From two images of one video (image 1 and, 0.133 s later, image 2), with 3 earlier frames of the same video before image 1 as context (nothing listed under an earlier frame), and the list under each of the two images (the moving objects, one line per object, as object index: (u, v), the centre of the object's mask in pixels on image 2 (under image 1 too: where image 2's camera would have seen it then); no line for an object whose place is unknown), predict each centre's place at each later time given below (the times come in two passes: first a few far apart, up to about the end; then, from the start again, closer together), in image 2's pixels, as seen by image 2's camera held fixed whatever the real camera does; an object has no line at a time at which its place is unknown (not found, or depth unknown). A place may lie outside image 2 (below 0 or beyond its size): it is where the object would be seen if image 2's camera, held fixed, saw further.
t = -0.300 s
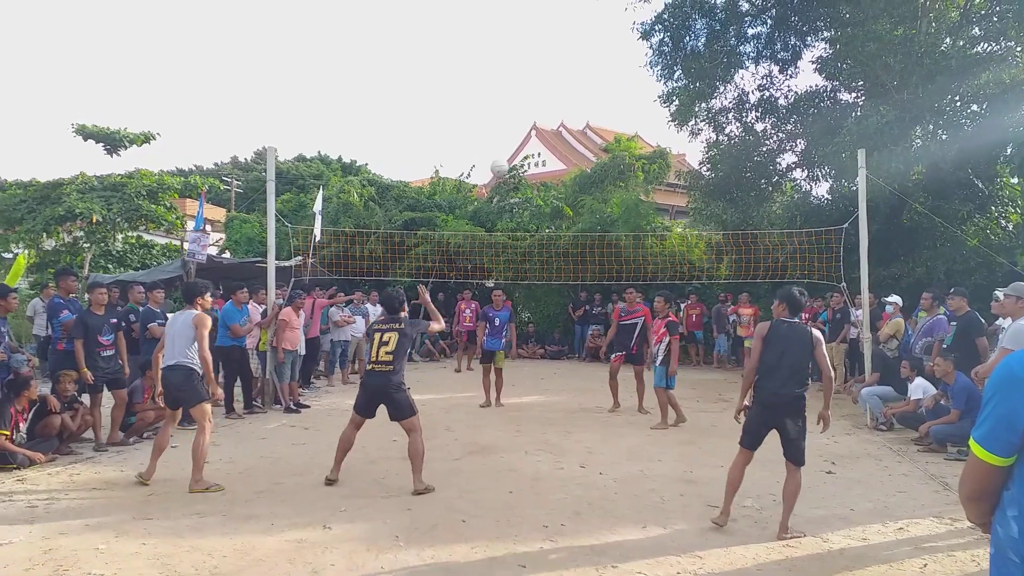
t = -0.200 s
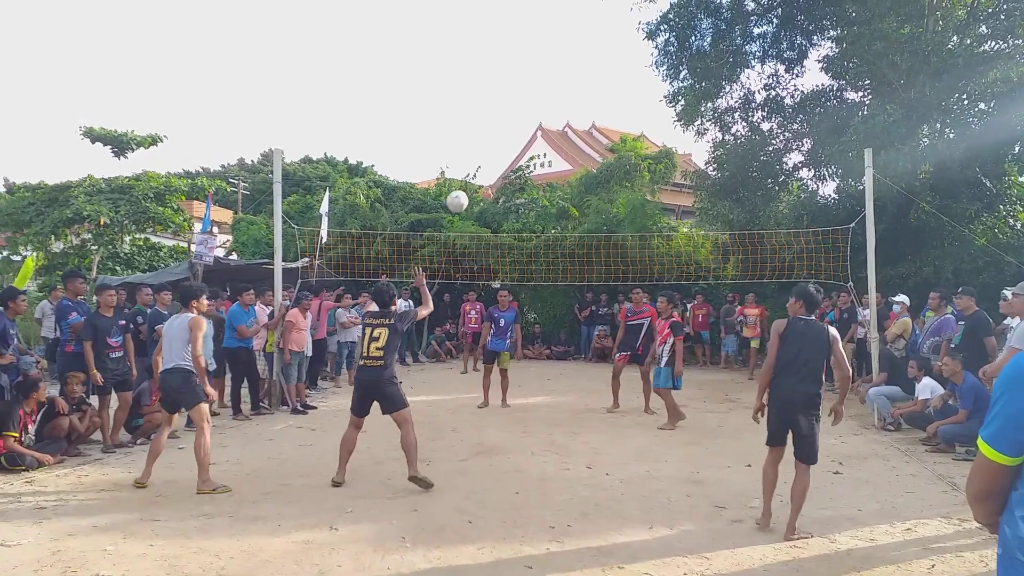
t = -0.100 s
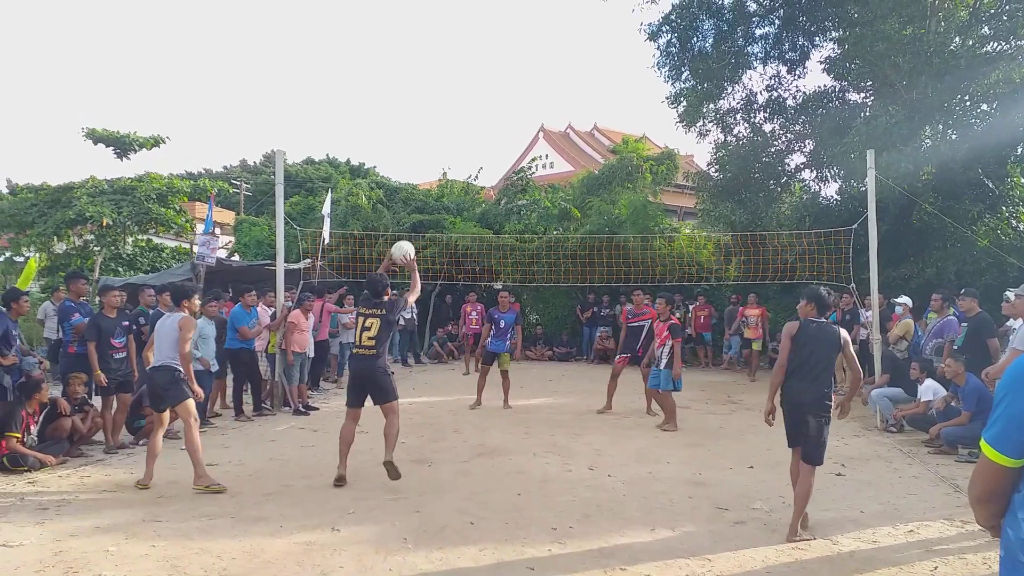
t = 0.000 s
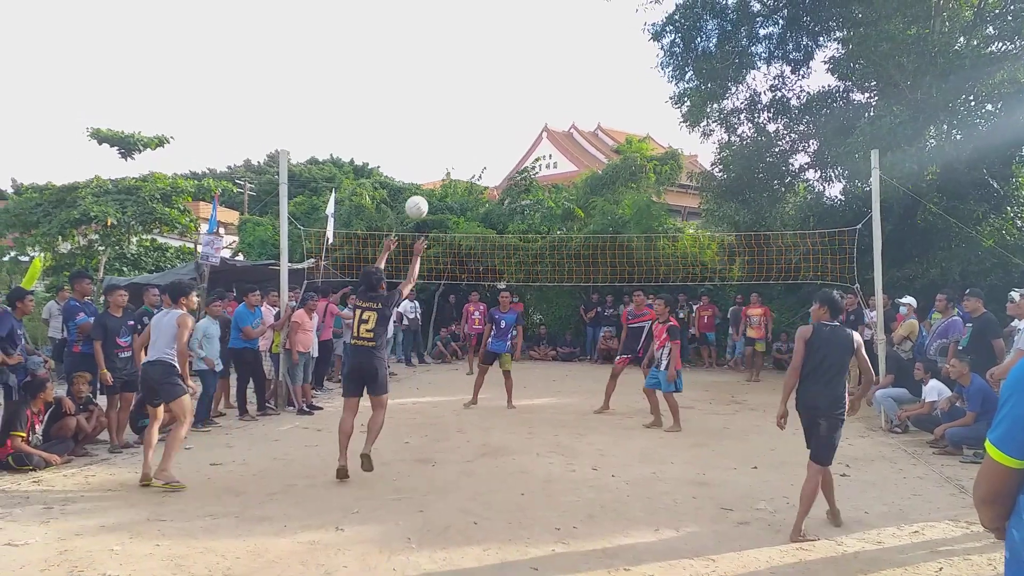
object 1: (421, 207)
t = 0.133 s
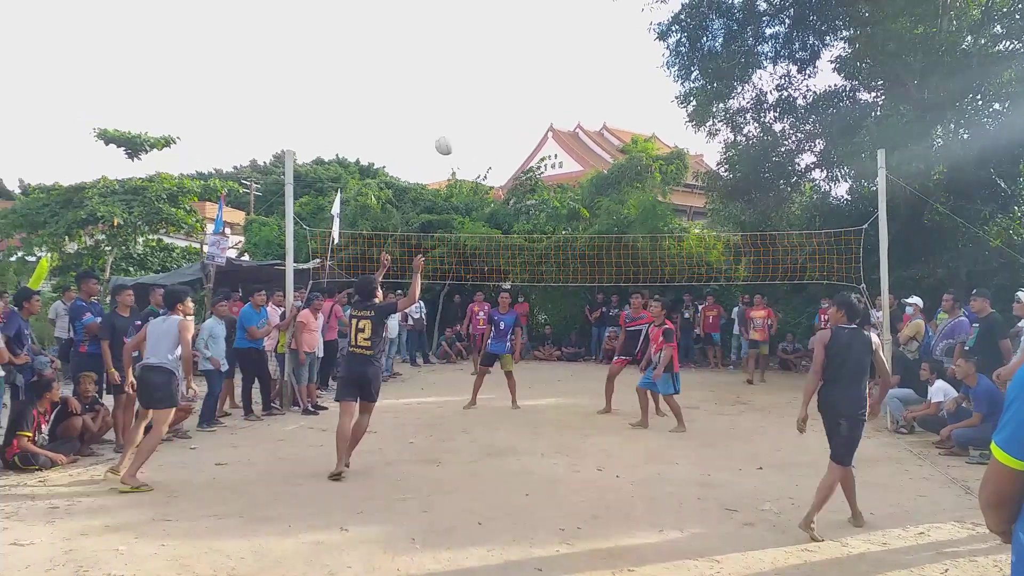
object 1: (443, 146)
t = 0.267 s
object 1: (464, 104)
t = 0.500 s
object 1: (499, 78)
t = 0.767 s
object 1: (534, 114)
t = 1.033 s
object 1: (562, 206)
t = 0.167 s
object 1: (449, 134)
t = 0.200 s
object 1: (454, 123)
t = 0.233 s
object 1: (459, 113)
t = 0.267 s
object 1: (464, 104)
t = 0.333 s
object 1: (475, 91)
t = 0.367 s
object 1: (480, 87)
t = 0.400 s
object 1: (485, 83)
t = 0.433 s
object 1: (490, 80)
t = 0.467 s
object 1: (494, 78)
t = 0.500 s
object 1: (499, 78)
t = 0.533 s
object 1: (504, 79)
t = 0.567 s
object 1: (509, 81)
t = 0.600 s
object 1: (513, 84)
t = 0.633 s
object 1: (517, 88)
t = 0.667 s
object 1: (521, 94)
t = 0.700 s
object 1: (526, 99)
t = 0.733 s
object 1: (530, 106)
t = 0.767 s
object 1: (534, 114)
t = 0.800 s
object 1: (537, 123)
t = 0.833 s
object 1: (541, 133)
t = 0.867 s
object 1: (545, 142)
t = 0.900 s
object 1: (548, 155)
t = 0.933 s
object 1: (553, 164)
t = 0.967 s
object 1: (556, 178)
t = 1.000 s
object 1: (559, 192)
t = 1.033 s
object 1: (562, 206)
